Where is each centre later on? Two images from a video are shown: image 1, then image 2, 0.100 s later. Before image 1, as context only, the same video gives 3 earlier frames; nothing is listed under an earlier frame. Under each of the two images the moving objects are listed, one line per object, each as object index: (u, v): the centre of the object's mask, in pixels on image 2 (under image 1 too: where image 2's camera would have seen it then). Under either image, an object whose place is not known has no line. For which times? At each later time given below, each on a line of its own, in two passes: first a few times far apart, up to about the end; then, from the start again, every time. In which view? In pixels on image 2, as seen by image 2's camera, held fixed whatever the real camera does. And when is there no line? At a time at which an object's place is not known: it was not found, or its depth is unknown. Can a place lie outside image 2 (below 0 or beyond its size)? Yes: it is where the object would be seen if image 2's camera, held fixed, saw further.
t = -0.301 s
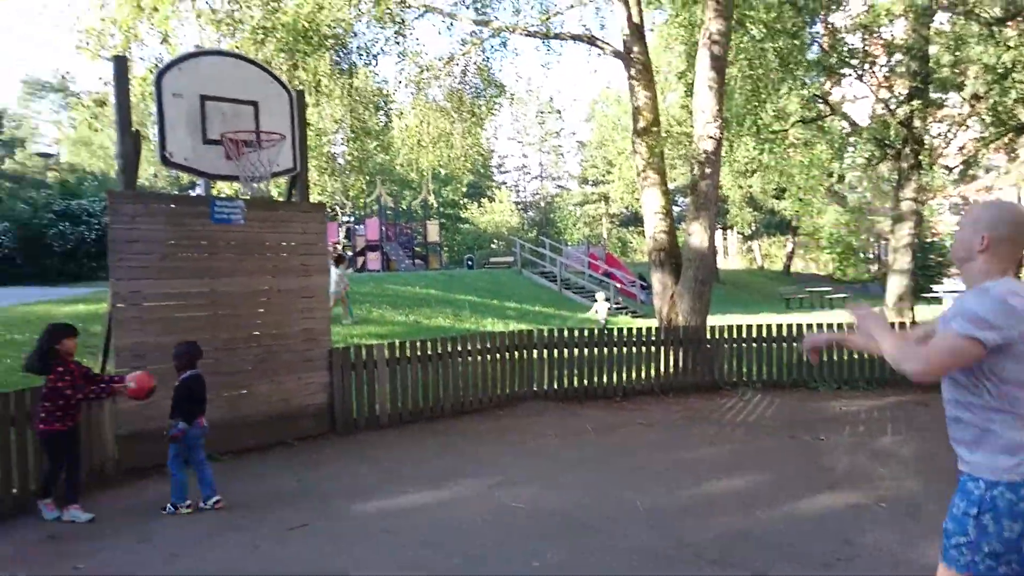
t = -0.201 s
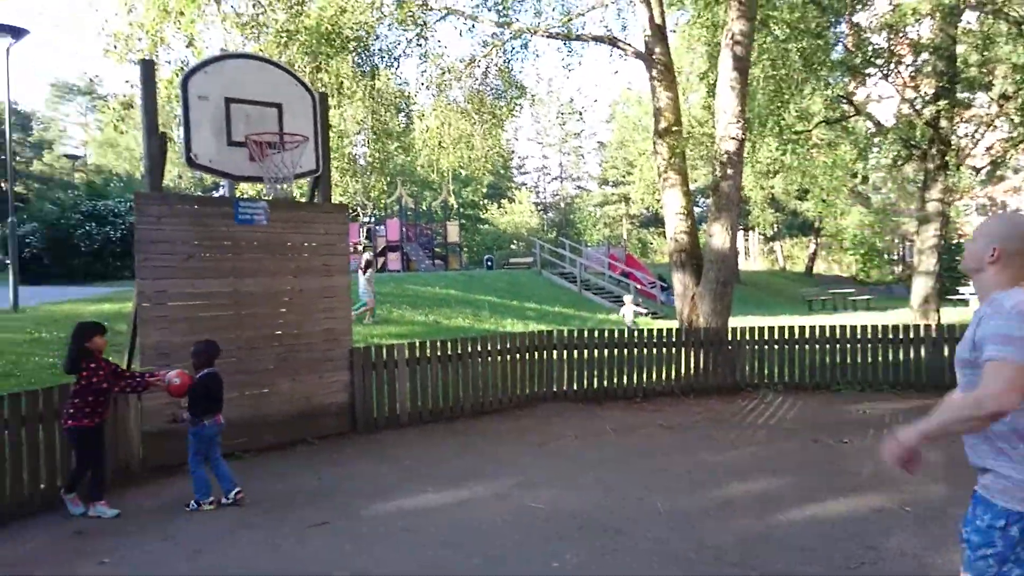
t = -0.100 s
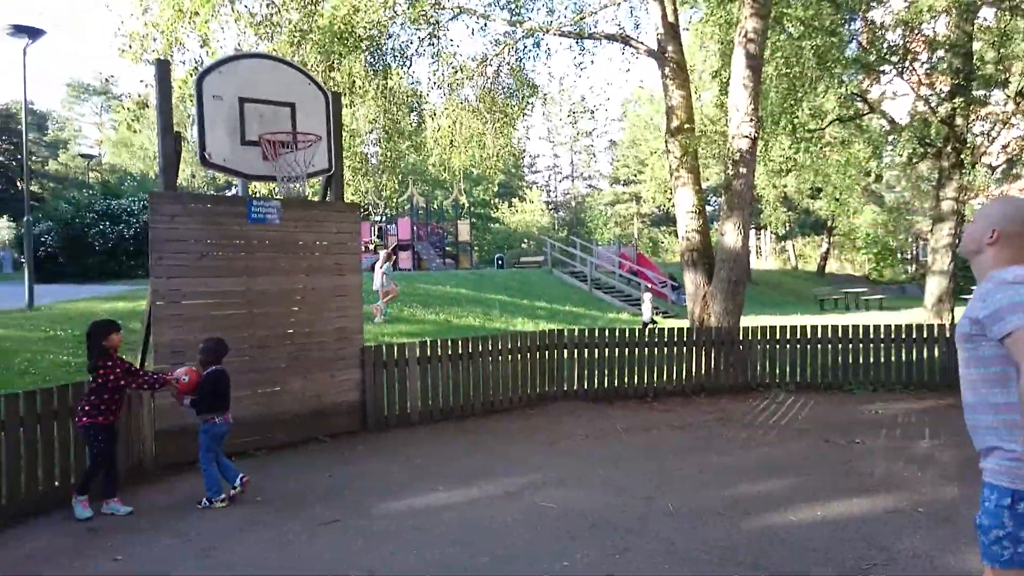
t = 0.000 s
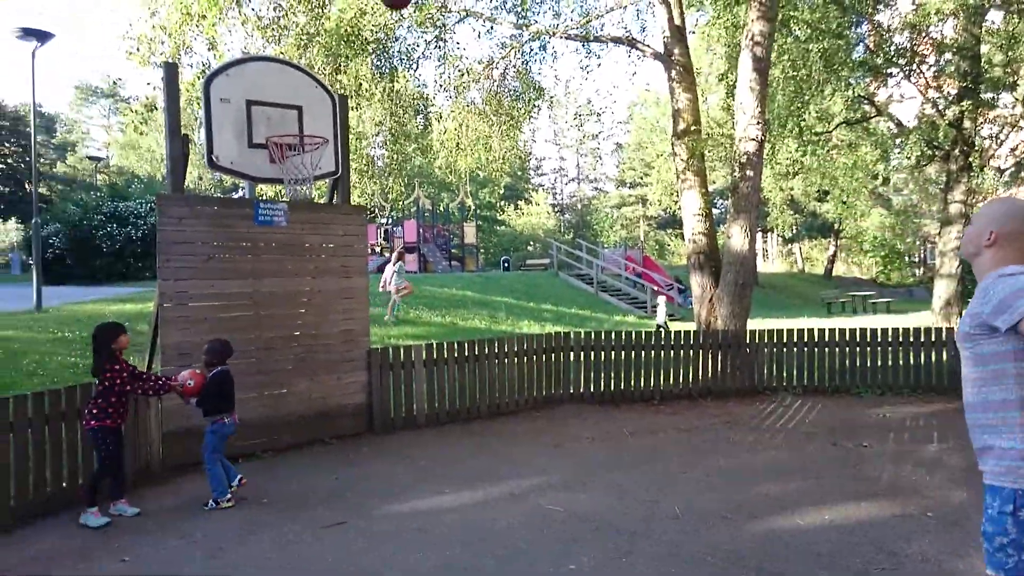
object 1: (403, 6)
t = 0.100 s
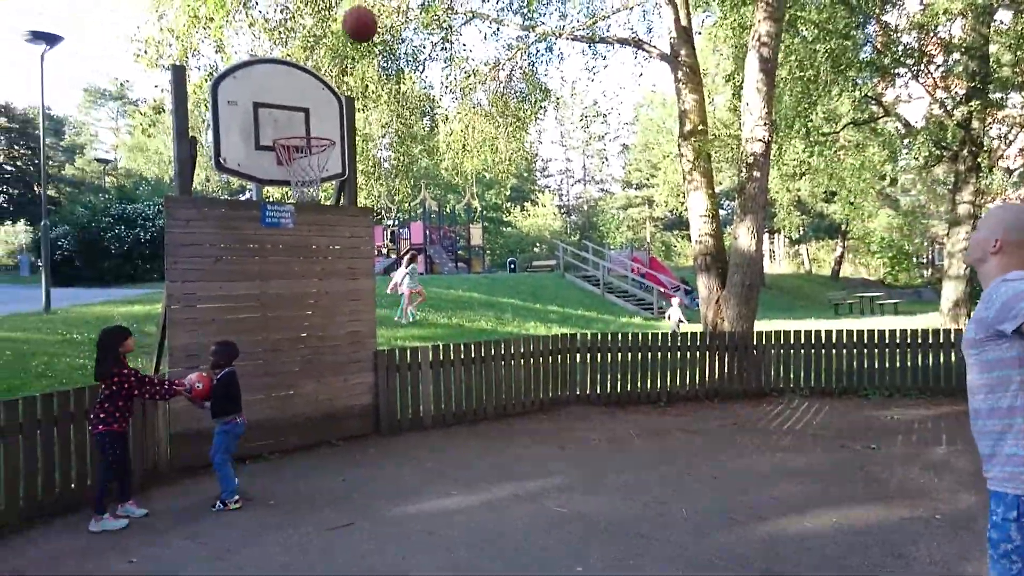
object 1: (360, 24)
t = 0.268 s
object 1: (302, 97)
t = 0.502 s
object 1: (275, 104)
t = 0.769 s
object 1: (311, 102)
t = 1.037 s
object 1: (353, 192)
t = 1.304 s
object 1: (402, 394)
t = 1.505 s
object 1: (422, 398)
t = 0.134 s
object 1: (348, 36)
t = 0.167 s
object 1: (336, 50)
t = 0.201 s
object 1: (324, 65)
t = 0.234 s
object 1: (312, 81)
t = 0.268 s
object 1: (302, 97)
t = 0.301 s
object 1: (291, 113)
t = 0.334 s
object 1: (285, 122)
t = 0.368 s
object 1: (283, 116)
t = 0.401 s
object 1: (281, 111)
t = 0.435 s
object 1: (279, 108)
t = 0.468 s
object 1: (277, 106)
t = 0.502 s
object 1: (275, 104)
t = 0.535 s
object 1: (279, 100)
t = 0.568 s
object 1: (283, 96)
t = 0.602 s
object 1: (288, 94)
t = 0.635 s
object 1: (292, 92)
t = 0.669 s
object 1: (297, 93)
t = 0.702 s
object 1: (302, 95)
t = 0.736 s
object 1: (306, 97)
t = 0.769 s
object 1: (311, 102)
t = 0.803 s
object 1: (316, 108)
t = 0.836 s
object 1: (321, 115)
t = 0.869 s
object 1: (327, 124)
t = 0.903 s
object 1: (332, 134)
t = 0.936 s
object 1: (337, 146)
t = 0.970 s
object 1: (342, 160)
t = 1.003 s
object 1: (348, 174)
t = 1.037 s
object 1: (353, 192)
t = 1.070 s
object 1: (359, 211)
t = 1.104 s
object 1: (365, 231)
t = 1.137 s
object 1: (371, 254)
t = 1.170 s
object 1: (377, 278)
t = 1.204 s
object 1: (383, 304)
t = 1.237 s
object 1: (390, 332)
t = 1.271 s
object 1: (396, 362)
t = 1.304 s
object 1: (402, 394)
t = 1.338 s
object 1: (409, 427)
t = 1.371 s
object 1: (416, 464)
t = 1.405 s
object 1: (419, 477)
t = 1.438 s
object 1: (420, 449)
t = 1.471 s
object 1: (421, 423)
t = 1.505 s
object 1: (422, 398)
